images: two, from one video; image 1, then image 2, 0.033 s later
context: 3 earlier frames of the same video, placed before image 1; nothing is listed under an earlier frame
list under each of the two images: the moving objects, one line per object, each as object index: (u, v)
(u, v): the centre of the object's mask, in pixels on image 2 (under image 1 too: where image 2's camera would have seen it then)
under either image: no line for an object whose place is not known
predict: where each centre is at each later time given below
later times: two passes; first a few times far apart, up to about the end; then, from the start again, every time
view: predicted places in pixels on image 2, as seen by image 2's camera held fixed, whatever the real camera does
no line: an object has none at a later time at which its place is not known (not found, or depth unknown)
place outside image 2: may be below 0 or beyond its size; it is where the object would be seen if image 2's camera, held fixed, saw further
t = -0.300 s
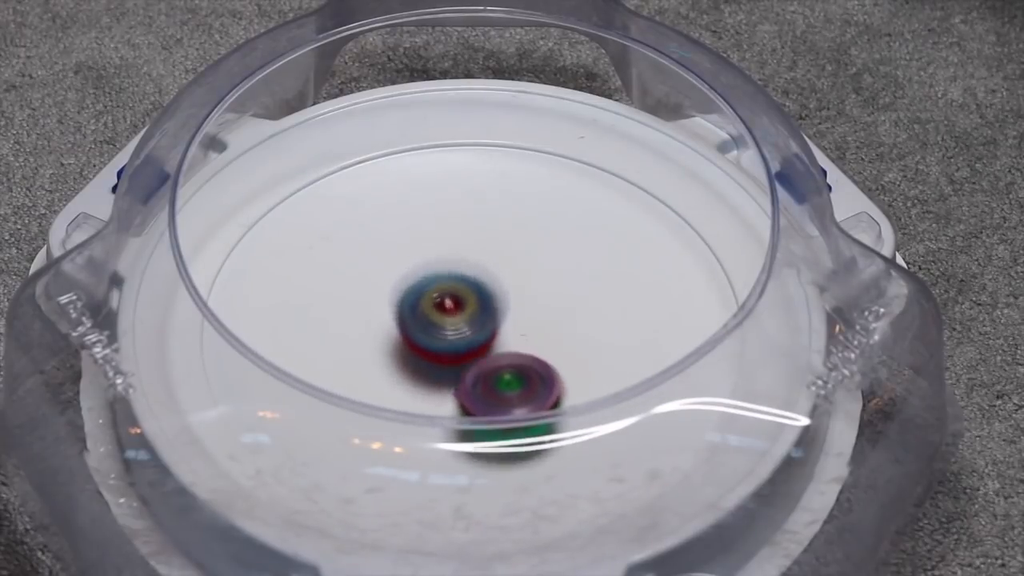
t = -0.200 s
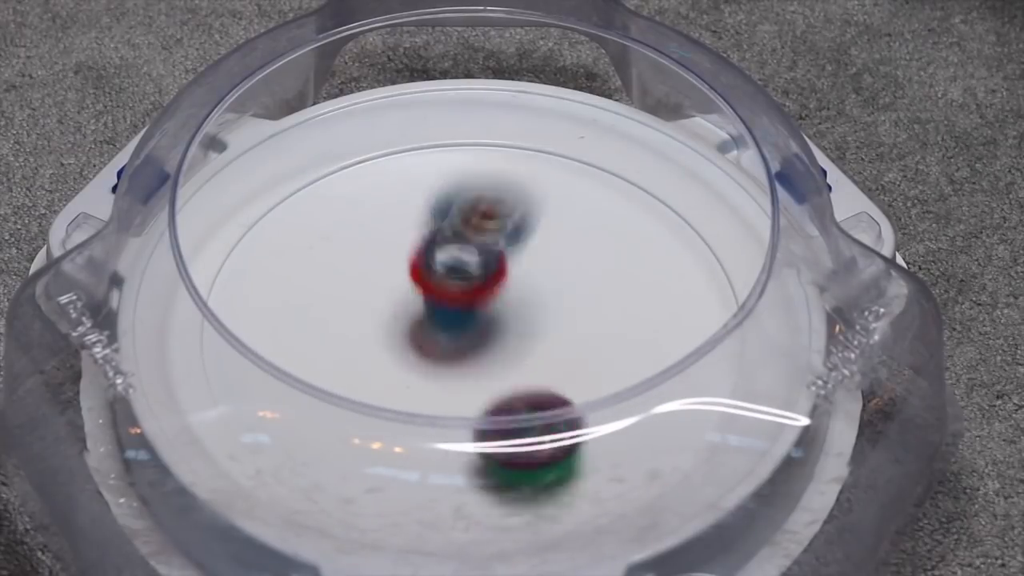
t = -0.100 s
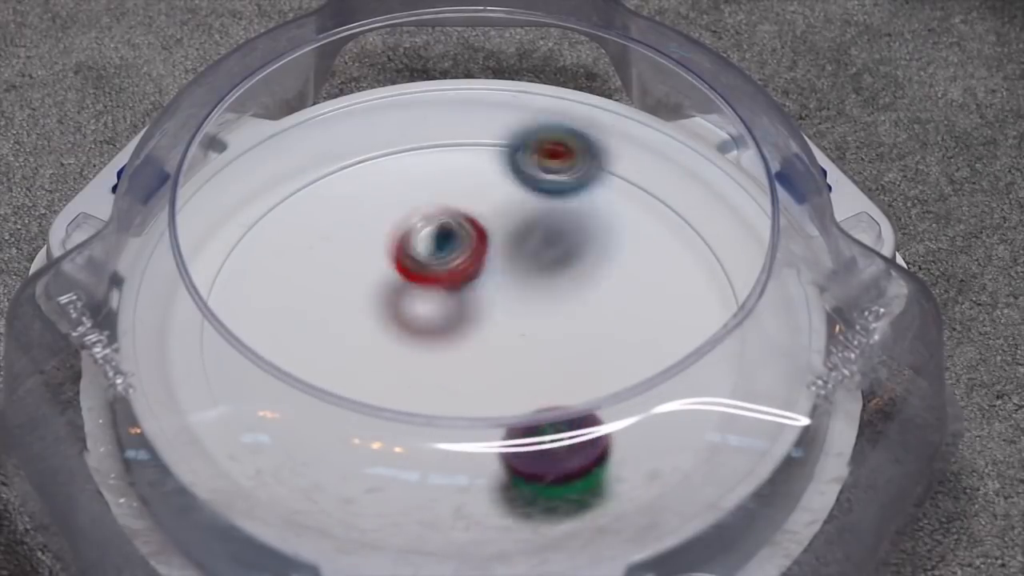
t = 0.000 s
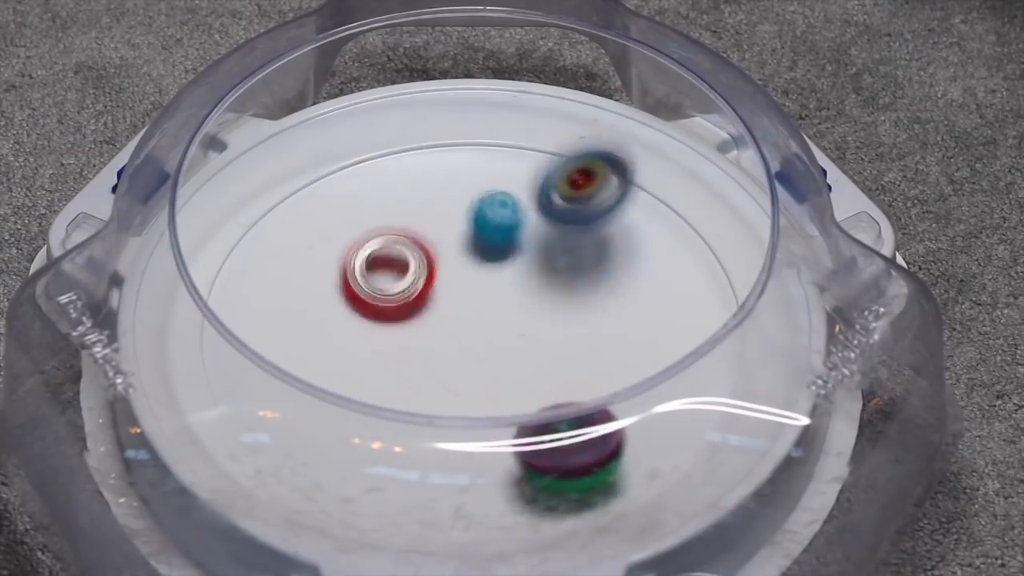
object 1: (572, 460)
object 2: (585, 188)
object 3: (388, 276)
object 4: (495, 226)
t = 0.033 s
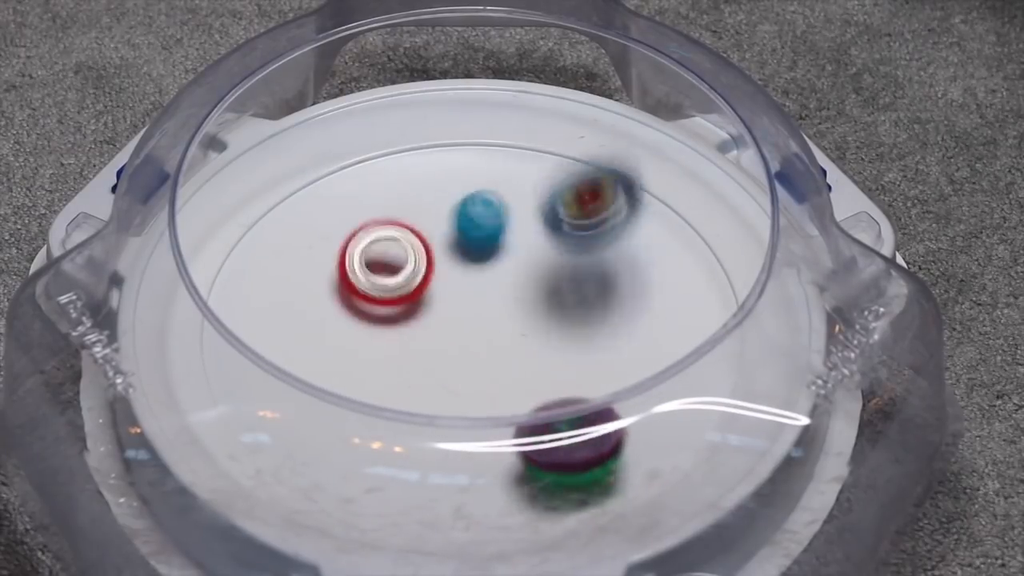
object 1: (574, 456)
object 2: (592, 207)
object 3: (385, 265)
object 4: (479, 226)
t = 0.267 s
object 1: (498, 415)
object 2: (682, 297)
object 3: (325, 340)
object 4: (700, 183)
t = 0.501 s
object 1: (431, 366)
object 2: (312, 283)
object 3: (332, 402)
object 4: (680, 315)
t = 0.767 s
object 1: (455, 276)
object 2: (428, 169)
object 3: (303, 396)
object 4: (419, 415)
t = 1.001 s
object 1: (469, 220)
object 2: (596, 144)
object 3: (299, 372)
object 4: (696, 397)
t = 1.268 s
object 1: (484, 220)
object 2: (642, 304)
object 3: (479, 321)
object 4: (658, 341)
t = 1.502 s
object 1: (499, 275)
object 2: (666, 330)
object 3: (459, 366)
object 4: (510, 414)
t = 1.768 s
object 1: (547, 317)
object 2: (645, 337)
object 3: (329, 419)
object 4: (418, 454)
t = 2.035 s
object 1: (510, 365)
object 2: (640, 338)
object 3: (384, 374)
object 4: (445, 413)
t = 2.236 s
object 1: (517, 356)
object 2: (640, 338)
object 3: (472, 310)
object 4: (87, 404)
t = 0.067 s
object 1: (573, 451)
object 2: (599, 247)
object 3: (384, 275)
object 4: (460, 229)
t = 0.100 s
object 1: (565, 432)
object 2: (604, 313)
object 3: (384, 287)
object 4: (444, 236)
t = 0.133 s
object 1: (559, 424)
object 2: (611, 356)
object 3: (372, 285)
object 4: (487, 223)
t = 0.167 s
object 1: (542, 422)
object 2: (630, 340)
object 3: (353, 305)
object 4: (555, 207)
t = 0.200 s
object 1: (528, 419)
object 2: (658, 309)
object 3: (339, 324)
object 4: (621, 188)
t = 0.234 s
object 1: (513, 416)
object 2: (682, 295)
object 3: (329, 331)
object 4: (663, 180)
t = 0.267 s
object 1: (498, 415)
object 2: (682, 297)
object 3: (325, 340)
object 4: (700, 183)
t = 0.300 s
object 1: (485, 408)
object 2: (630, 276)
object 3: (323, 354)
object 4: (735, 188)
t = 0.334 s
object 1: (472, 402)
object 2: (574, 289)
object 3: (320, 377)
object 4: (750, 198)
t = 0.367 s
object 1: (459, 396)
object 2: (517, 300)
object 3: (325, 382)
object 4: (765, 208)
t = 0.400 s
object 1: (447, 393)
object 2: (460, 286)
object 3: (332, 394)
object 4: (748, 233)
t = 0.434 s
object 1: (439, 385)
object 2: (403, 294)
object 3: (337, 394)
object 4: (732, 258)
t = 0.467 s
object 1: (437, 371)
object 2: (351, 302)
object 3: (330, 402)
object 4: (708, 287)
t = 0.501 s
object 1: (431, 366)
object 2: (312, 283)
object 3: (332, 402)
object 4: (680, 315)
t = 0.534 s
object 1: (426, 358)
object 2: (274, 280)
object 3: (337, 394)
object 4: (646, 334)
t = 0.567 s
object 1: (425, 348)
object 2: (239, 299)
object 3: (330, 403)
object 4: (607, 359)
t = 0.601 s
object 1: (431, 331)
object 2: (233, 307)
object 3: (327, 402)
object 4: (564, 377)
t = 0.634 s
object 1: (435, 319)
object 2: (272, 289)
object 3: (329, 406)
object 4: (522, 390)
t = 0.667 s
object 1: (434, 310)
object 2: (312, 294)
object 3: (326, 403)
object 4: (480, 405)
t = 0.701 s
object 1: (437, 299)
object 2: (351, 269)
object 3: (329, 403)
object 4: (440, 412)
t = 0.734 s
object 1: (448, 286)
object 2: (384, 220)
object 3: (322, 399)
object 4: (406, 422)
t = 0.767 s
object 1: (455, 276)
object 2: (428, 169)
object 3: (303, 396)
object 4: (419, 415)
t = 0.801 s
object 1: (460, 267)
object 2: (469, 136)
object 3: (275, 397)
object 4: (473, 413)
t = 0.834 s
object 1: (463, 254)
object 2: (495, 130)
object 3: (248, 407)
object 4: (530, 434)
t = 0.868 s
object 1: (465, 245)
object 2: (533, 131)
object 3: (241, 400)
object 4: (573, 430)
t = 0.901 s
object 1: (465, 238)
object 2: (565, 151)
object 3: (248, 389)
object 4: (623, 431)
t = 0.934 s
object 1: (466, 231)
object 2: (580, 149)
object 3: (256, 389)
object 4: (653, 422)
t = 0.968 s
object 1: (467, 225)
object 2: (593, 137)
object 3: (273, 381)
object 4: (679, 411)
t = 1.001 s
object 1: (469, 220)
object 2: (596, 144)
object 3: (299, 372)
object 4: (696, 397)
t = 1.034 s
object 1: (470, 217)
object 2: (599, 187)
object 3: (329, 357)
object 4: (709, 385)
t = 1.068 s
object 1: (471, 215)
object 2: (604, 205)
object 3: (358, 352)
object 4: (716, 374)
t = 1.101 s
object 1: (473, 214)
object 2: (600, 220)
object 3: (392, 340)
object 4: (715, 372)
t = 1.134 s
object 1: (474, 215)
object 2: (592, 250)
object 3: (424, 332)
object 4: (704, 361)
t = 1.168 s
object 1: (476, 222)
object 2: (584, 279)
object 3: (461, 320)
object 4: (692, 349)
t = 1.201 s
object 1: (478, 221)
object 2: (586, 311)
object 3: (480, 312)
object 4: (669, 342)
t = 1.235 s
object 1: (482, 217)
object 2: (617, 313)
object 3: (478, 312)
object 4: (663, 335)
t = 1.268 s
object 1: (484, 220)
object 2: (642, 304)
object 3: (479, 321)
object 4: (658, 341)
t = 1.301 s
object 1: (485, 224)
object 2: (666, 309)
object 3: (475, 326)
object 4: (654, 367)
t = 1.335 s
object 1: (487, 230)
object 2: (677, 322)
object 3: (472, 331)
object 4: (634, 388)
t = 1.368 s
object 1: (489, 238)
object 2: (678, 323)
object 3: (469, 341)
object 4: (612, 394)
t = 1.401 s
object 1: (491, 245)
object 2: (676, 326)
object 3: (467, 345)
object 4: (585, 403)
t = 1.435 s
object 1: (493, 255)
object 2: (673, 327)
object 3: (466, 356)
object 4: (562, 410)
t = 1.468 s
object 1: (496, 264)
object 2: (670, 328)
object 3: (462, 358)
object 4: (534, 413)
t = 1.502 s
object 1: (499, 275)
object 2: (666, 330)
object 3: (459, 366)
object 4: (510, 414)
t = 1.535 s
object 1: (503, 283)
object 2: (662, 331)
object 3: (455, 364)
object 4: (489, 413)
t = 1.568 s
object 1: (508, 292)
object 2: (657, 333)
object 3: (452, 365)
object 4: (471, 417)
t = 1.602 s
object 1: (520, 296)
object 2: (653, 334)
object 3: (429, 374)
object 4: (453, 442)
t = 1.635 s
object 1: (535, 298)
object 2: (650, 335)
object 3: (406, 383)
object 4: (440, 455)
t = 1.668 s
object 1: (545, 301)
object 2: (648, 336)
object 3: (377, 397)
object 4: (431, 456)
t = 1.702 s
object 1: (549, 306)
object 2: (646, 336)
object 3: (356, 412)
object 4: (424, 457)
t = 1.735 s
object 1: (549, 311)
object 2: (645, 337)
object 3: (342, 414)
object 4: (419, 455)
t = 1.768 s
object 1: (547, 317)
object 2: (645, 337)
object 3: (329, 419)
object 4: (418, 454)
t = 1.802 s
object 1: (544, 324)
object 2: (644, 337)
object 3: (319, 426)
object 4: (417, 451)
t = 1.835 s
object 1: (540, 331)
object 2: (643, 337)
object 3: (316, 424)
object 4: (417, 447)
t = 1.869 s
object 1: (536, 338)
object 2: (642, 337)
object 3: (322, 414)
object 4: (416, 446)
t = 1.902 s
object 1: (532, 345)
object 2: (641, 338)
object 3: (327, 413)
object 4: (420, 434)
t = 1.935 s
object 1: (527, 352)
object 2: (641, 338)
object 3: (340, 405)
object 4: (422, 426)
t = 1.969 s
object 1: (521, 355)
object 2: (641, 338)
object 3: (353, 397)
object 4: (425, 415)
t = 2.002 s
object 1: (515, 360)
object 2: (640, 338)
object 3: (367, 387)
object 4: (437, 414)
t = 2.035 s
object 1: (510, 365)
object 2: (640, 338)
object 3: (384, 374)
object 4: (445, 413)
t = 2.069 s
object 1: (517, 365)
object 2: (640, 338)
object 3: (404, 364)
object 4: (364, 423)
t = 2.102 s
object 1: (524, 363)
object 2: (640, 338)
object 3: (422, 354)
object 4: (269, 427)
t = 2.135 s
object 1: (527, 359)
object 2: (640, 338)
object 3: (437, 344)
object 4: (186, 420)
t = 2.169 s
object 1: (525, 357)
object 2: (640, 338)
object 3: (447, 333)
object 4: (103, 410)
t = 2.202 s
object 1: (520, 356)
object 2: (640, 338)
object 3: (458, 323)
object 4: (61, 411)
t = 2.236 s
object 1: (517, 356)
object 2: (640, 338)
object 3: (472, 310)
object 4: (87, 404)
